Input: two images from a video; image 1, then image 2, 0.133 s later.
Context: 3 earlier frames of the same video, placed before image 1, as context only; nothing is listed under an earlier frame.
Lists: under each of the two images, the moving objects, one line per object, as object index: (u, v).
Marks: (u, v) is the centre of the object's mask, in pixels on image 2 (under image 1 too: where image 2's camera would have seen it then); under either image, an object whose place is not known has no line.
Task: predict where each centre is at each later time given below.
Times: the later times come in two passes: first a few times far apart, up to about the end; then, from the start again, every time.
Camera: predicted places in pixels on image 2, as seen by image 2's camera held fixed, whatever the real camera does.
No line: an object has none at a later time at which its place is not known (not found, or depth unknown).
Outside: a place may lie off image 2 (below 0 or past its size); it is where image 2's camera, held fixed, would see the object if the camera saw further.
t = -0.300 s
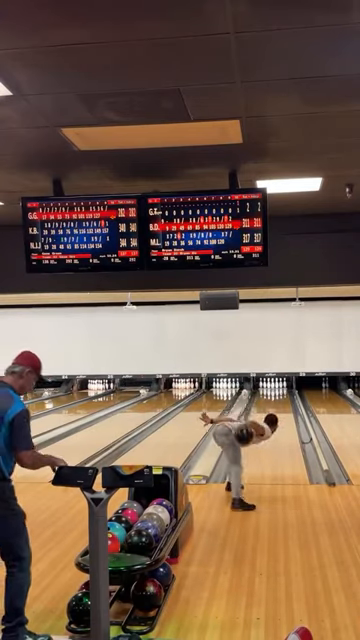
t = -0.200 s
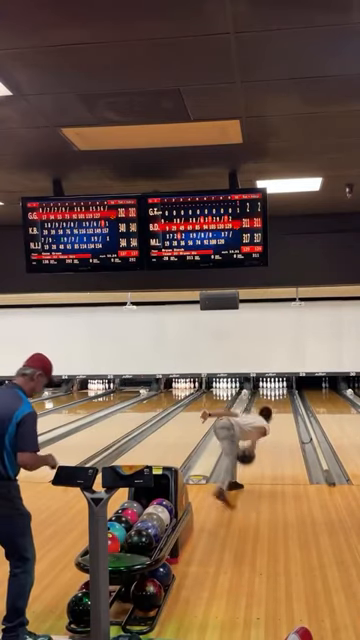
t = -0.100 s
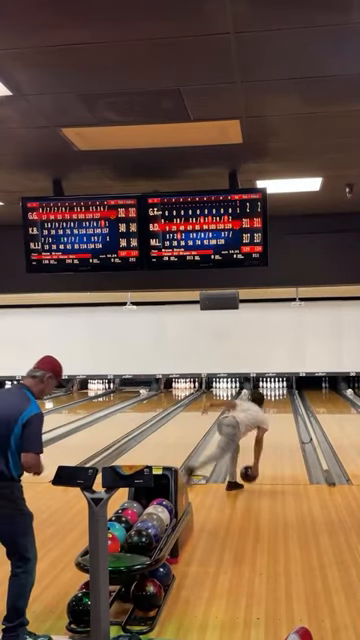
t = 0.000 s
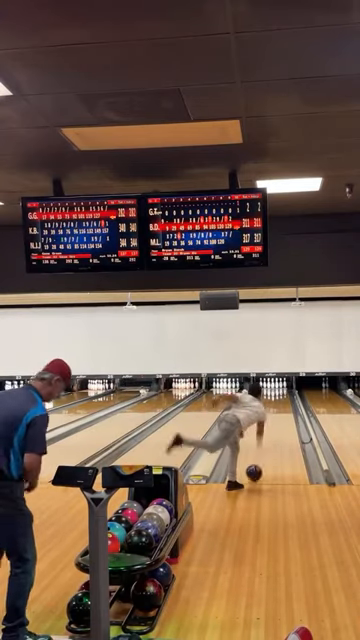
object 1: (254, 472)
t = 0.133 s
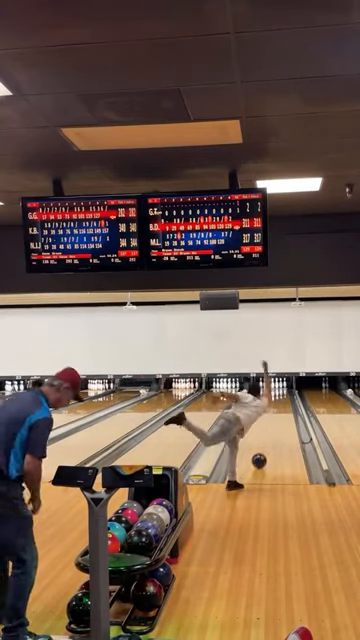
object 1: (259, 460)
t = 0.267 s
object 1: (263, 450)
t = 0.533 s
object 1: (269, 435)
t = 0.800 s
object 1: (274, 423)
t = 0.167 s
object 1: (260, 458)
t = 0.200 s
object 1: (261, 455)
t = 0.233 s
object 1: (262, 453)
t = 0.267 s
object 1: (263, 450)
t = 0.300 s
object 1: (264, 448)
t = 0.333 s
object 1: (265, 446)
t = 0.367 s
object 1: (266, 444)
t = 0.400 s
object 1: (266, 442)
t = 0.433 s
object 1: (267, 440)
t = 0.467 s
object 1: (269, 439)
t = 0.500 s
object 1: (269, 436)
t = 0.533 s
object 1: (269, 435)
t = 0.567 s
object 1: (270, 433)
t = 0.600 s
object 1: (270, 431)
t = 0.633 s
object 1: (271, 429)
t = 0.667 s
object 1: (272, 428)
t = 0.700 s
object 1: (272, 427)
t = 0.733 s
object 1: (273, 425)
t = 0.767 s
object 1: (273, 424)
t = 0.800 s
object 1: (274, 423)
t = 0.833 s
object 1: (274, 422)
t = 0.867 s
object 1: (275, 421)
